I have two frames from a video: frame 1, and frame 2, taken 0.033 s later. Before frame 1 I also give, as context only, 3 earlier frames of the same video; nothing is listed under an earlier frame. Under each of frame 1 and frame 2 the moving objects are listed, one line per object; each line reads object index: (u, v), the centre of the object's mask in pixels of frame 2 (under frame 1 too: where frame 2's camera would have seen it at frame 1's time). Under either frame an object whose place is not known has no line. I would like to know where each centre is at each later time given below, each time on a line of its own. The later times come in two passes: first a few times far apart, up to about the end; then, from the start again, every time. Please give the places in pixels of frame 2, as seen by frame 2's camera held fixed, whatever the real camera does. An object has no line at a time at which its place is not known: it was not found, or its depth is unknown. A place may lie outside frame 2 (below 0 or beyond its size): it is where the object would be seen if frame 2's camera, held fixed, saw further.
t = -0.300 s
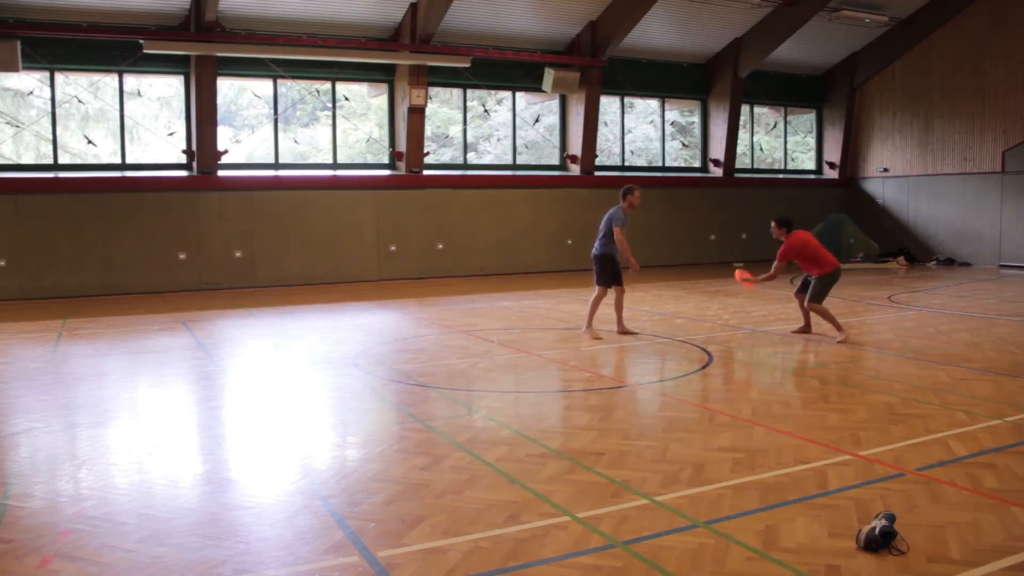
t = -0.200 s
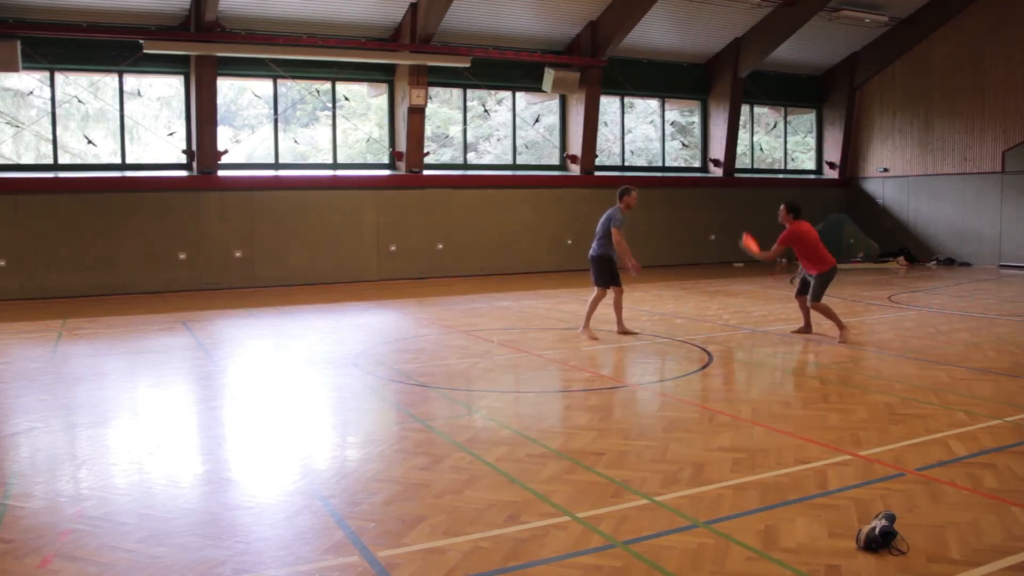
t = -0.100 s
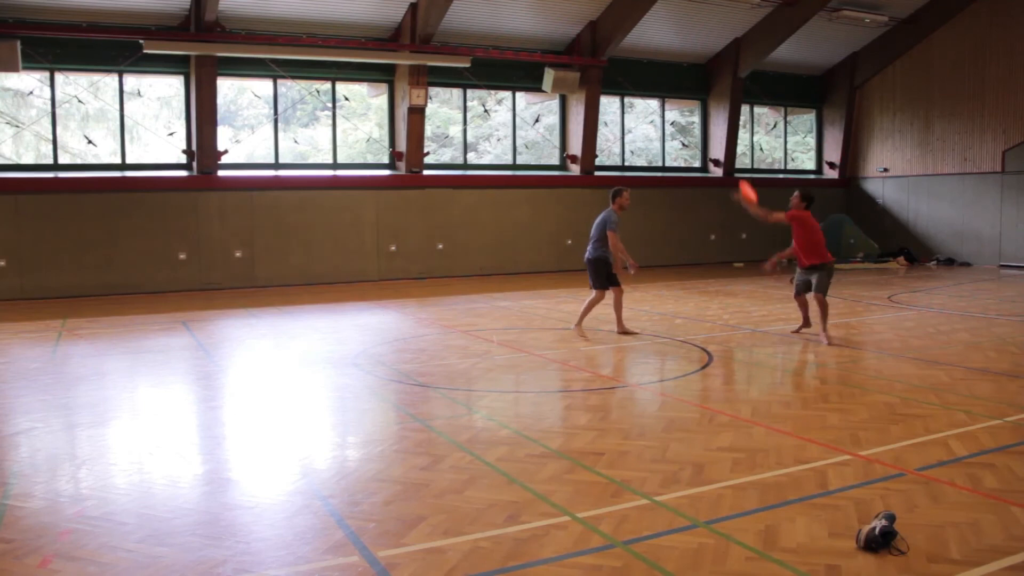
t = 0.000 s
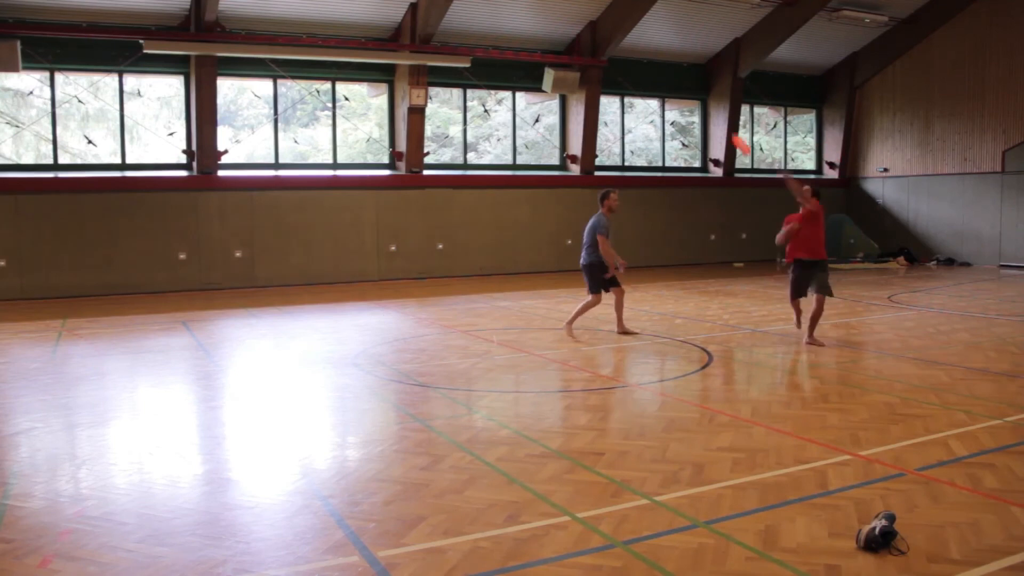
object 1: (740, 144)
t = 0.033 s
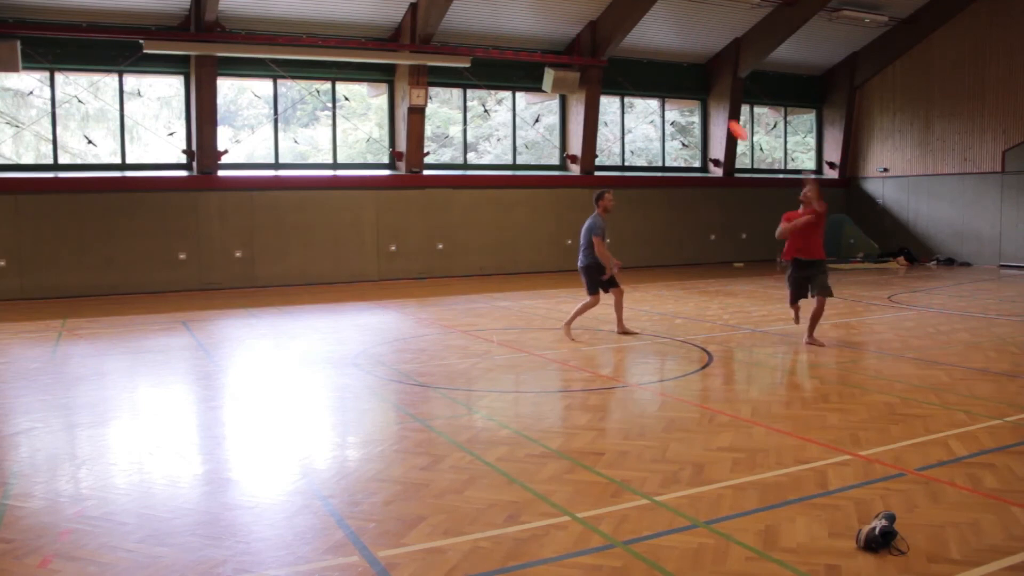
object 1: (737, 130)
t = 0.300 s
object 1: (713, 50)
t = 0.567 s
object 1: (691, 26)
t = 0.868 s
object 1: (690, 77)
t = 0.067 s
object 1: (735, 117)
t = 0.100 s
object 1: (732, 105)
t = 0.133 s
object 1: (729, 94)
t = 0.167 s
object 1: (726, 84)
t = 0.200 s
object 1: (723, 75)
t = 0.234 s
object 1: (719, 65)
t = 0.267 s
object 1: (716, 58)
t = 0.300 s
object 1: (713, 50)
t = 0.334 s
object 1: (710, 44)
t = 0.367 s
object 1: (707, 39)
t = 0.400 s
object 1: (704, 34)
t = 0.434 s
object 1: (701, 31)
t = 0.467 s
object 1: (698, 28)
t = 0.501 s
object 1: (696, 27)
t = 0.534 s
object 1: (694, 26)
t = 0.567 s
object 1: (691, 26)
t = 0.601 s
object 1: (689, 27)
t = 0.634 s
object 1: (688, 30)
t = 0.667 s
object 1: (687, 33)
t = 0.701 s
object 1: (686, 38)
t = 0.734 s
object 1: (686, 43)
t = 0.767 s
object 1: (686, 50)
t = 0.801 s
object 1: (687, 58)
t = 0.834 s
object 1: (688, 67)
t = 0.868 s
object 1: (690, 77)
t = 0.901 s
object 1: (693, 89)
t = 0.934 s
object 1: (697, 101)
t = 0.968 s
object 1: (702, 116)
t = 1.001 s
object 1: (707, 132)
